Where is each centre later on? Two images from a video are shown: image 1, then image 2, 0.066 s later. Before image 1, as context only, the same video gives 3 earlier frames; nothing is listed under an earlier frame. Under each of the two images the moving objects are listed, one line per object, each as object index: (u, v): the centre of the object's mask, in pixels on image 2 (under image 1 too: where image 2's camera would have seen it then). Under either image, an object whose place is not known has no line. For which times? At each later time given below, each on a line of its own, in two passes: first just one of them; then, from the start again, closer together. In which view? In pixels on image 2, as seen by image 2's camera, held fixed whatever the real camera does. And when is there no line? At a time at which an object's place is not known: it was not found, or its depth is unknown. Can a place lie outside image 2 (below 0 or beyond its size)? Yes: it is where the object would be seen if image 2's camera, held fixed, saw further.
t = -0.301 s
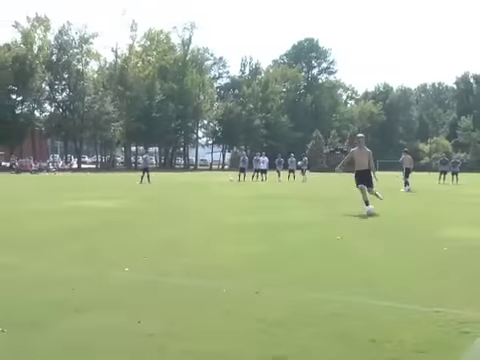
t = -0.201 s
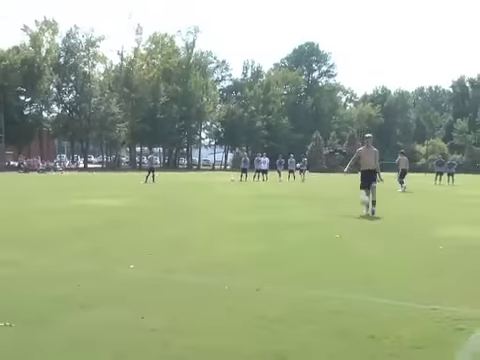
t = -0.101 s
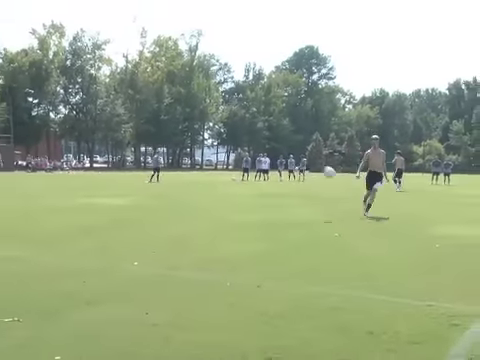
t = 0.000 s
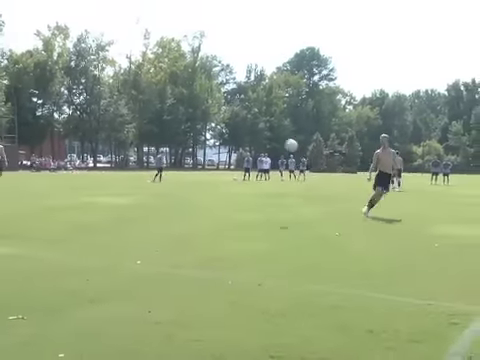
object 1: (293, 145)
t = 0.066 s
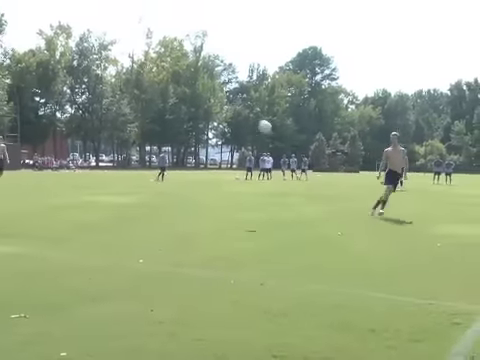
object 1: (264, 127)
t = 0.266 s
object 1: (181, 64)
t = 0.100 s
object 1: (249, 118)
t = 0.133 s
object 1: (234, 107)
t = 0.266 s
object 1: (181, 64)
